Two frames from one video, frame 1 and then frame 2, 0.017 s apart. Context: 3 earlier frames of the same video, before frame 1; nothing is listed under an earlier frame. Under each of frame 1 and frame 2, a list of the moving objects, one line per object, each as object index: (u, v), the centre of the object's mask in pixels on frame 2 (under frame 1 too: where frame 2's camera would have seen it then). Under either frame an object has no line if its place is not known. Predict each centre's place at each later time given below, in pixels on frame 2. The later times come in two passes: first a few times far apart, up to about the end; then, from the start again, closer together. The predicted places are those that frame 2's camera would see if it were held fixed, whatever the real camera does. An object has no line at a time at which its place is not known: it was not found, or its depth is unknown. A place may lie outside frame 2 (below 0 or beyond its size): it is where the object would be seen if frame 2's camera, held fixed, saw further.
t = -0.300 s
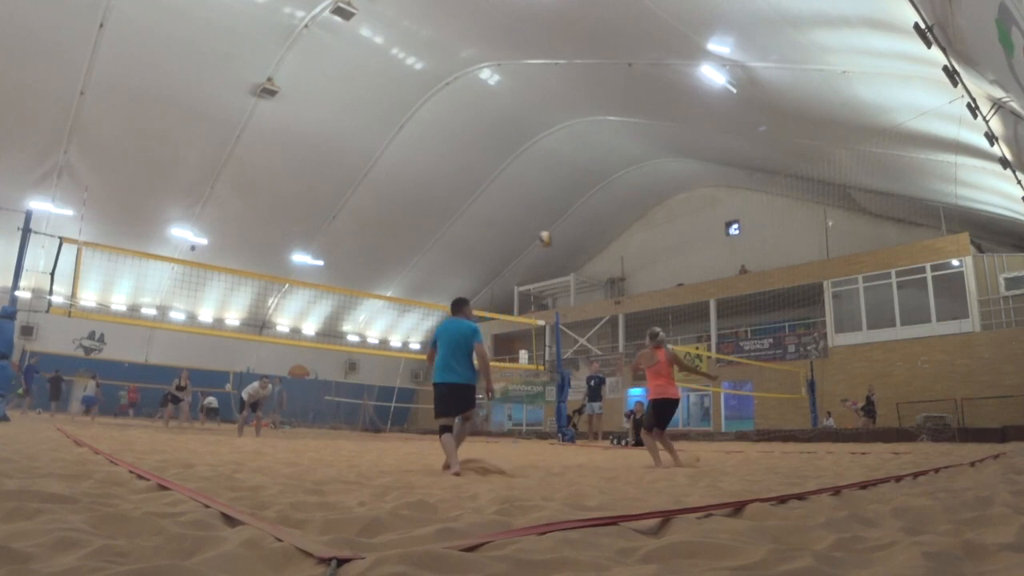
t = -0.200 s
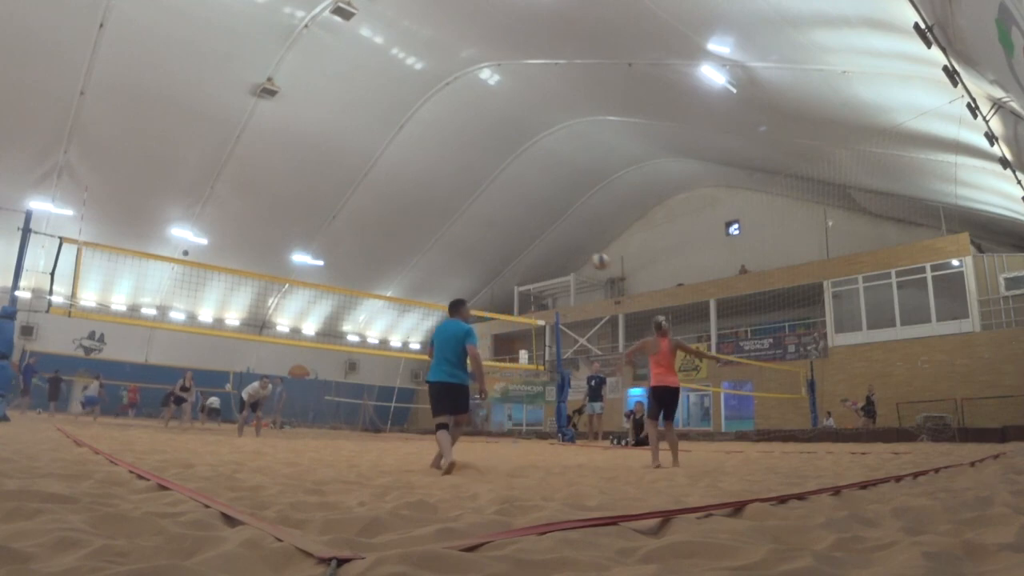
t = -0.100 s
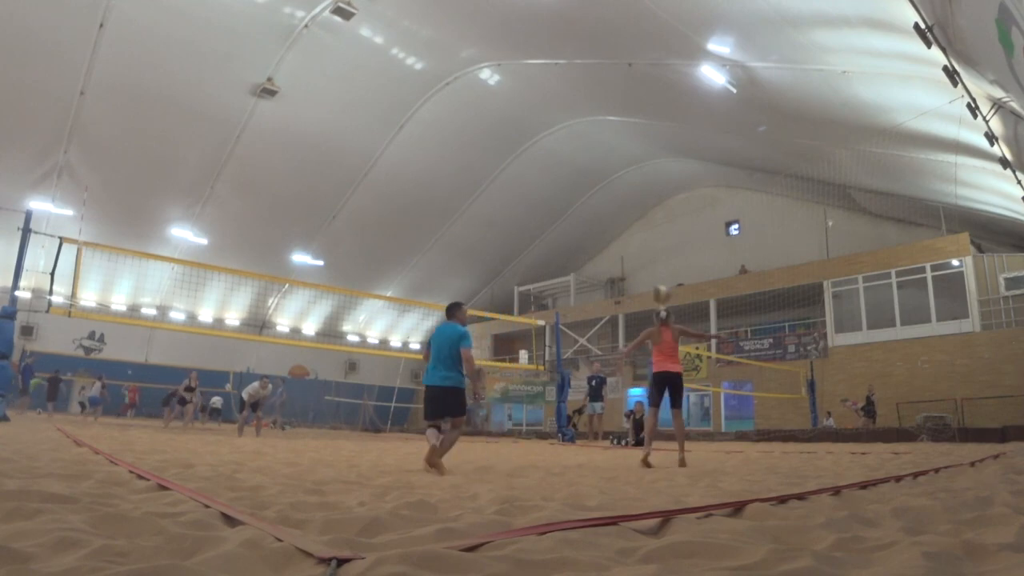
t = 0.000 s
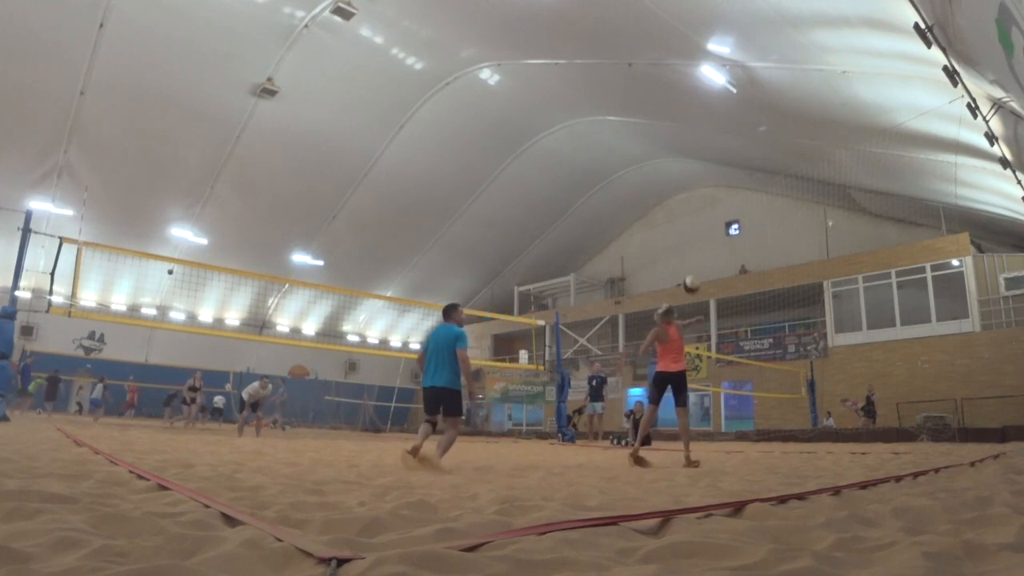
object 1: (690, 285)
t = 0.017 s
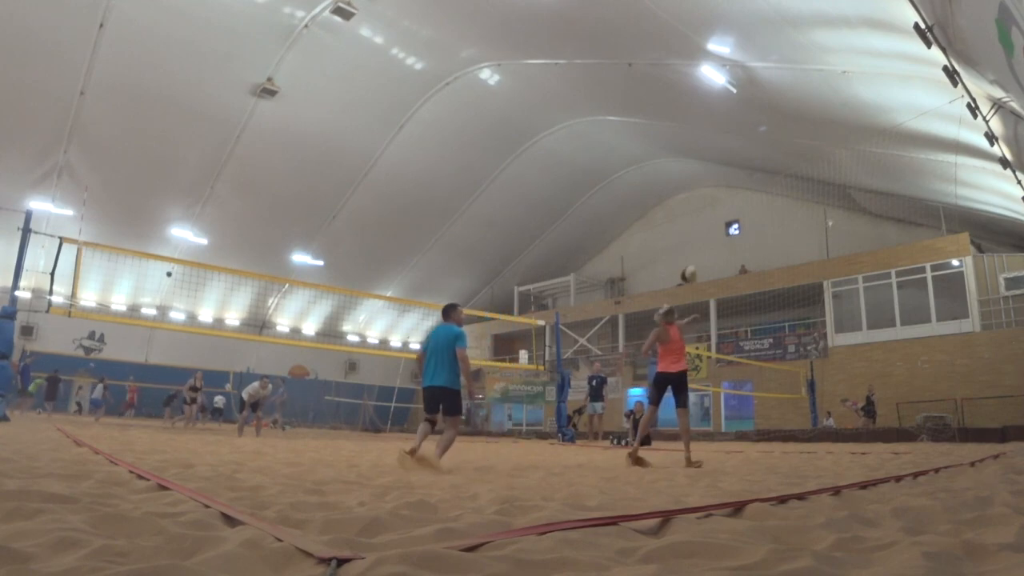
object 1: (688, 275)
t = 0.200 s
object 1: (665, 166)
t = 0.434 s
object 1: (644, 78)
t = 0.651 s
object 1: (628, 36)
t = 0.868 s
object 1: (615, 24)
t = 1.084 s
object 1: (605, 41)
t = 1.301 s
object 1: (594, 88)
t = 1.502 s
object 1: (584, 162)
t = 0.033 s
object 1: (686, 263)
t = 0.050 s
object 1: (683, 252)
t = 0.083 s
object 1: (680, 230)
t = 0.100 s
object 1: (677, 221)
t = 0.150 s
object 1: (672, 191)
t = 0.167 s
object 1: (670, 183)
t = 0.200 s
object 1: (665, 166)
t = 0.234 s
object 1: (663, 151)
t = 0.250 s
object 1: (660, 144)
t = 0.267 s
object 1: (658, 136)
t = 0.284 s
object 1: (657, 129)
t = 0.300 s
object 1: (656, 122)
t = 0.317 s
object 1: (654, 117)
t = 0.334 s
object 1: (652, 111)
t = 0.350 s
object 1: (651, 105)
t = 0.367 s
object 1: (650, 99)
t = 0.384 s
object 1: (648, 94)
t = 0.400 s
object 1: (646, 88)
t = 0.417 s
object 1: (645, 84)
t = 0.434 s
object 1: (644, 78)
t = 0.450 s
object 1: (642, 74)
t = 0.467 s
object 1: (641, 70)
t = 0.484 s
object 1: (639, 67)
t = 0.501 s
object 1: (638, 62)
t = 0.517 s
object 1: (637, 59)
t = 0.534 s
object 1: (636, 55)
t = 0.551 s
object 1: (634, 52)
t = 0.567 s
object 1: (633, 49)
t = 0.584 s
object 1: (632, 46)
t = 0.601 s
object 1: (631, 43)
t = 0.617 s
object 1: (630, 41)
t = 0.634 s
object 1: (629, 39)
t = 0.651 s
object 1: (628, 36)
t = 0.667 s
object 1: (627, 34)
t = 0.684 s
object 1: (626, 32)
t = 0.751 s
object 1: (622, 26)
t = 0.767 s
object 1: (621, 26)
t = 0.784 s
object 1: (620, 25)
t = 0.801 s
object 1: (619, 24)
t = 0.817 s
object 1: (618, 24)
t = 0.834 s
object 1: (618, 24)
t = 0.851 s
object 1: (616, 24)
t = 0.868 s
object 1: (615, 24)
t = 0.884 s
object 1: (615, 23)
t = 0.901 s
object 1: (614, 24)
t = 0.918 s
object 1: (613, 25)
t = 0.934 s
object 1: (612, 26)
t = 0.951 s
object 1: (611, 27)
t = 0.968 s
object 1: (611, 28)
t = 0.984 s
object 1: (609, 29)
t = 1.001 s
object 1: (609, 31)
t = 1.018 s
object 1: (608, 32)
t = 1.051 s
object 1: (606, 36)
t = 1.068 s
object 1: (606, 38)
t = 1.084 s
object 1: (605, 41)
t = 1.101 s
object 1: (604, 43)
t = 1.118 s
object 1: (603, 45)
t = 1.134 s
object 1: (602, 48)
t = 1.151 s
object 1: (602, 52)
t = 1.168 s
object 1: (601, 54)
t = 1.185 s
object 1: (600, 58)
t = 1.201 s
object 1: (599, 62)
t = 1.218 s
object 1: (598, 66)
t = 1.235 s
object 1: (597, 69)
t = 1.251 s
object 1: (598, 74)
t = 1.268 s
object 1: (596, 78)
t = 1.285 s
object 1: (595, 83)
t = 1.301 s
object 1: (594, 88)
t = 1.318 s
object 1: (593, 92)
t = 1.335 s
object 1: (593, 97)
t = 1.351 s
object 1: (592, 103)
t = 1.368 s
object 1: (591, 109)
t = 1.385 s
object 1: (590, 114)
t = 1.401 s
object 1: (590, 121)
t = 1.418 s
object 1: (589, 127)
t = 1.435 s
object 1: (588, 134)
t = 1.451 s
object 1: (587, 140)
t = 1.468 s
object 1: (585, 147)
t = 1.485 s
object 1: (585, 154)
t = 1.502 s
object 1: (584, 162)
